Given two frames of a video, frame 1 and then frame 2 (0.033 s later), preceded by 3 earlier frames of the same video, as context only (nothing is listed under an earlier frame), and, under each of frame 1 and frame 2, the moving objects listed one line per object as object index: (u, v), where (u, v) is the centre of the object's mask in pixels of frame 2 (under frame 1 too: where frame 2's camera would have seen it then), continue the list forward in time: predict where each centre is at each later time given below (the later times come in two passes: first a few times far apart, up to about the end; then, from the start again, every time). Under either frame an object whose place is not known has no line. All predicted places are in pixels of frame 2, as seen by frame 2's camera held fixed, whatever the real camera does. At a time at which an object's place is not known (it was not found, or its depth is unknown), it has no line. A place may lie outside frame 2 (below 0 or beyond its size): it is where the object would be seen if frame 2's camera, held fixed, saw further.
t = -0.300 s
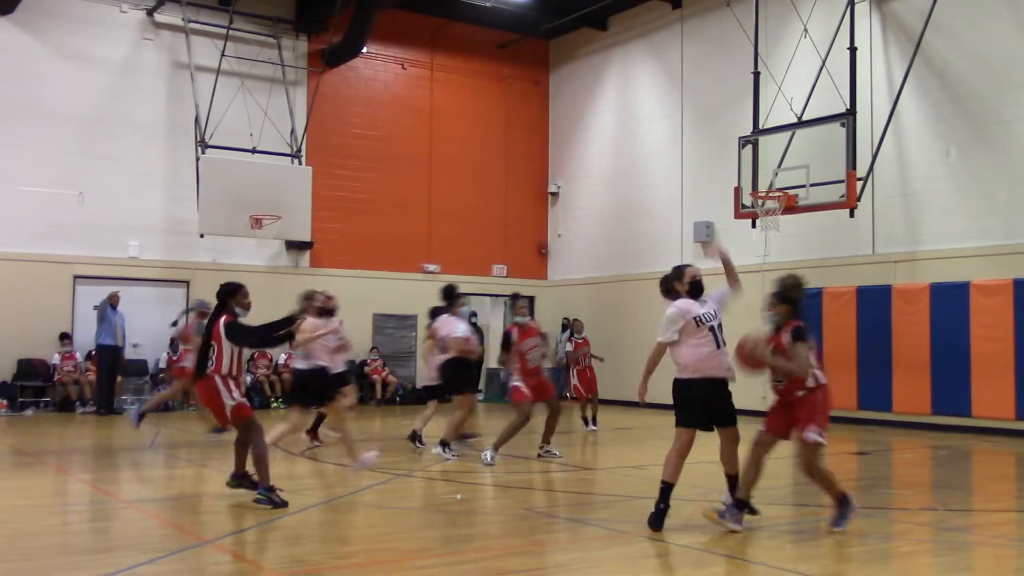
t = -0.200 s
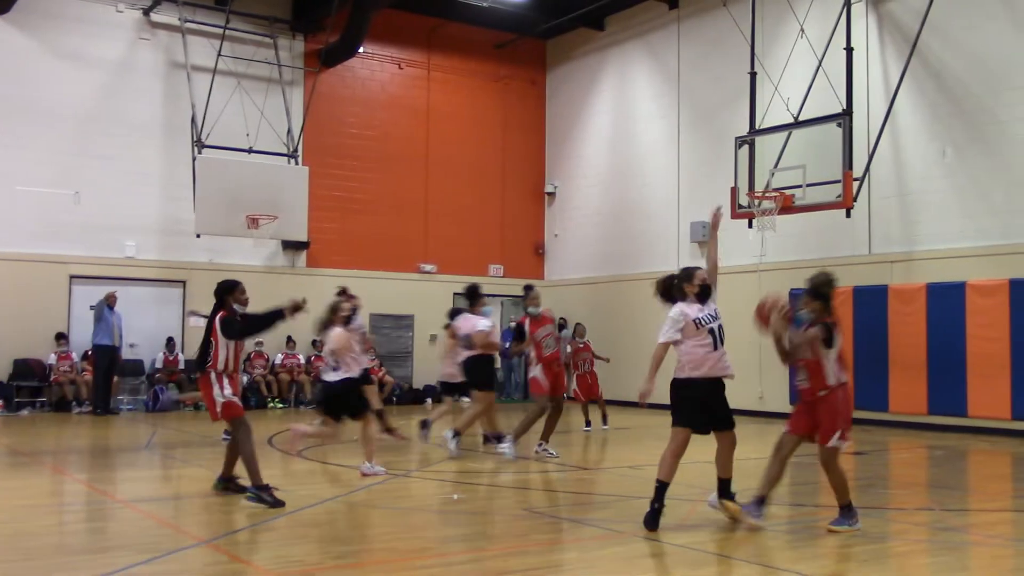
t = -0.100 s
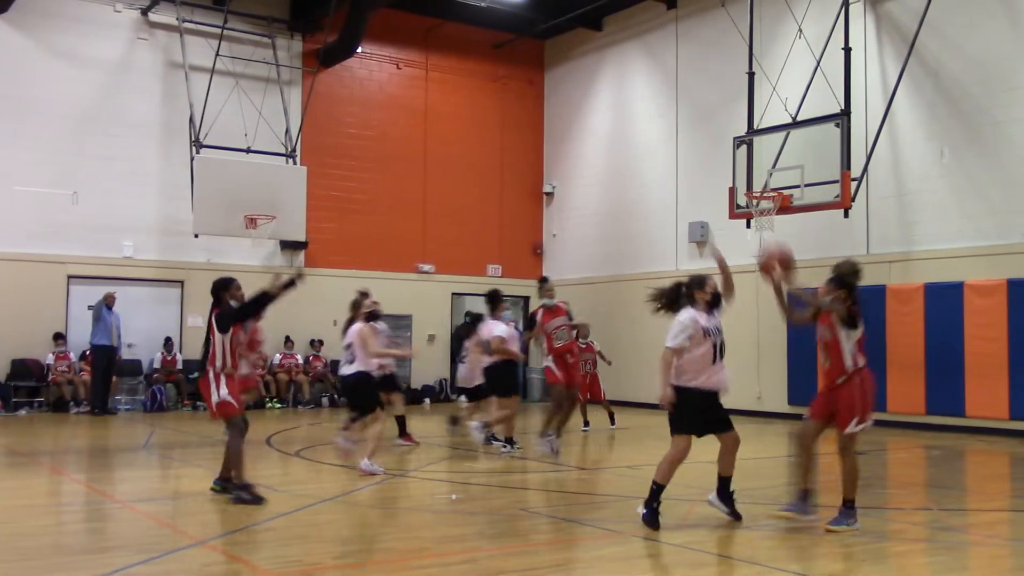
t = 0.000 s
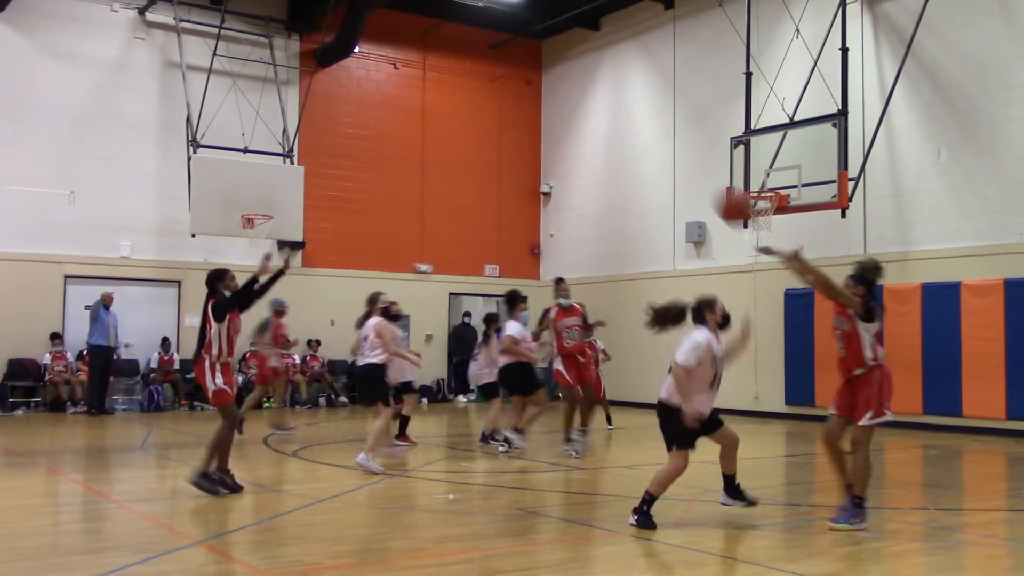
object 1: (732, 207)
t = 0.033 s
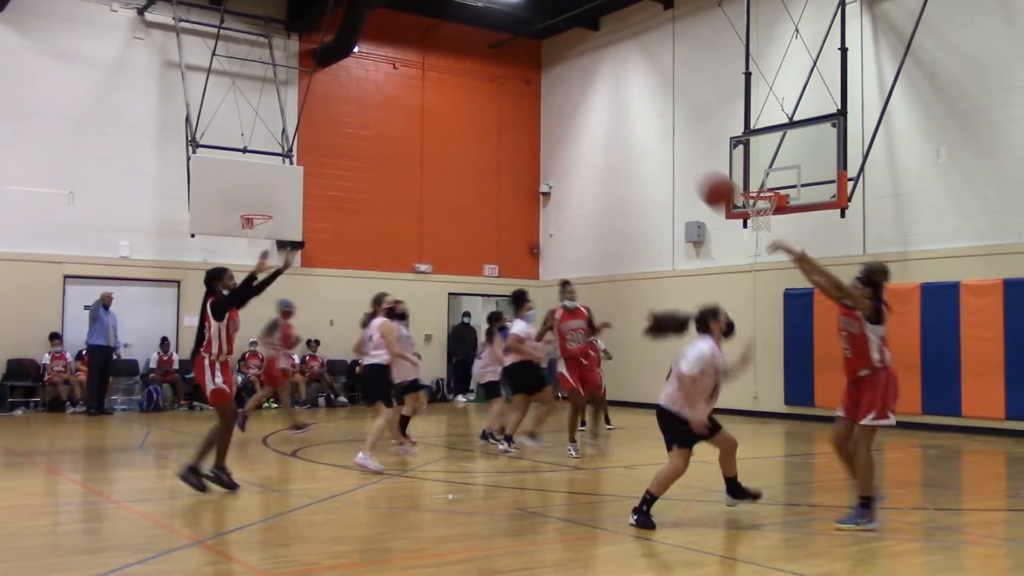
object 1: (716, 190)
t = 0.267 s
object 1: (616, 135)
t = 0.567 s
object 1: (496, 179)
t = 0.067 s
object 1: (703, 177)
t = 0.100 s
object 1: (689, 167)
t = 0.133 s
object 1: (673, 157)
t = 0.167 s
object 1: (659, 149)
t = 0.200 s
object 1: (644, 143)
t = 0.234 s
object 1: (629, 138)
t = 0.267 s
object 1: (616, 135)
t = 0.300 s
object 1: (602, 134)
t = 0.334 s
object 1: (588, 134)
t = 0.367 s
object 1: (575, 136)
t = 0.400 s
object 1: (562, 140)
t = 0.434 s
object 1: (549, 145)
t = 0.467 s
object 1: (535, 152)
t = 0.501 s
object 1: (522, 159)
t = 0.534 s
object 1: (508, 168)
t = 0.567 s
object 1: (496, 179)
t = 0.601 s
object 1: (483, 191)
